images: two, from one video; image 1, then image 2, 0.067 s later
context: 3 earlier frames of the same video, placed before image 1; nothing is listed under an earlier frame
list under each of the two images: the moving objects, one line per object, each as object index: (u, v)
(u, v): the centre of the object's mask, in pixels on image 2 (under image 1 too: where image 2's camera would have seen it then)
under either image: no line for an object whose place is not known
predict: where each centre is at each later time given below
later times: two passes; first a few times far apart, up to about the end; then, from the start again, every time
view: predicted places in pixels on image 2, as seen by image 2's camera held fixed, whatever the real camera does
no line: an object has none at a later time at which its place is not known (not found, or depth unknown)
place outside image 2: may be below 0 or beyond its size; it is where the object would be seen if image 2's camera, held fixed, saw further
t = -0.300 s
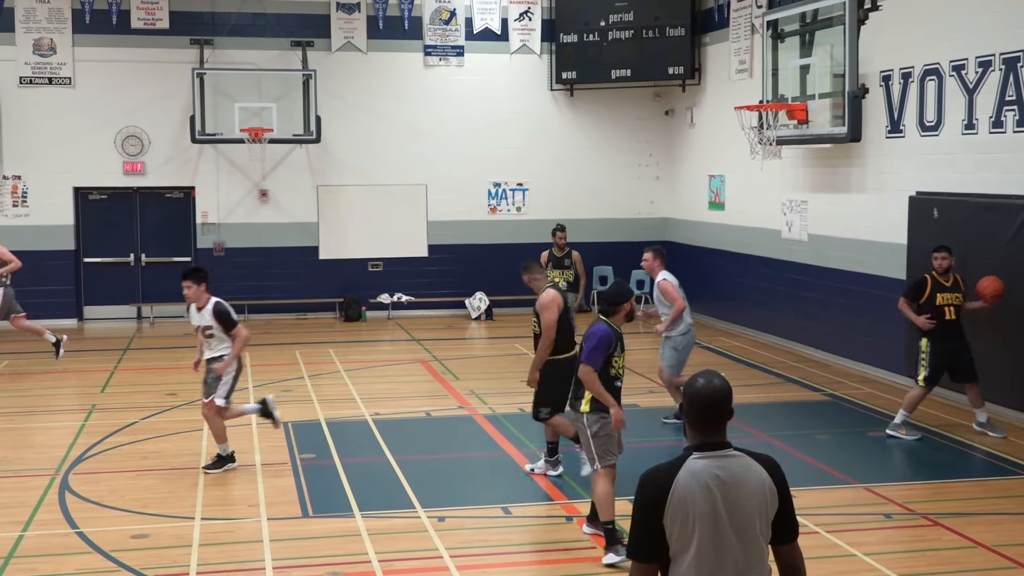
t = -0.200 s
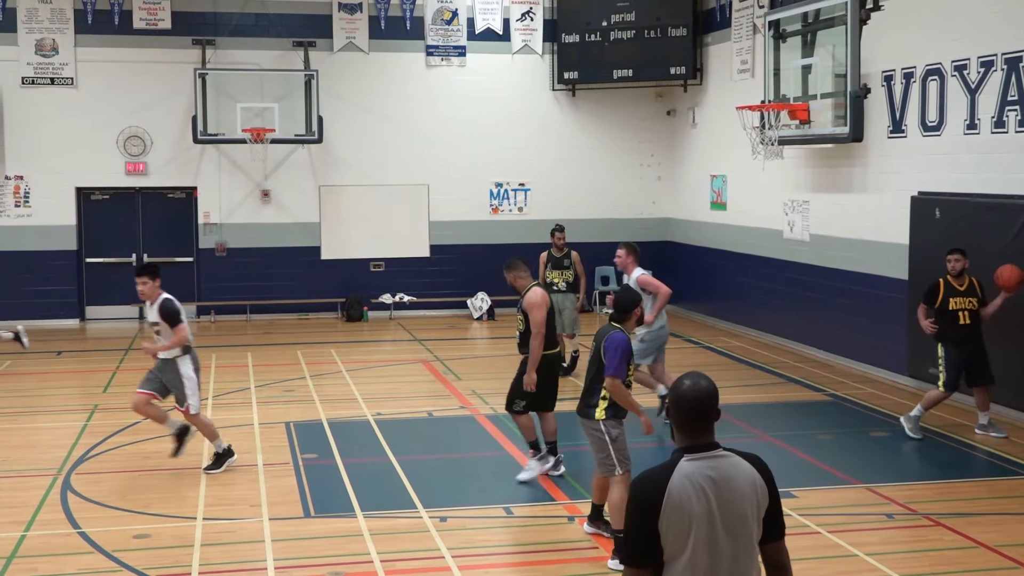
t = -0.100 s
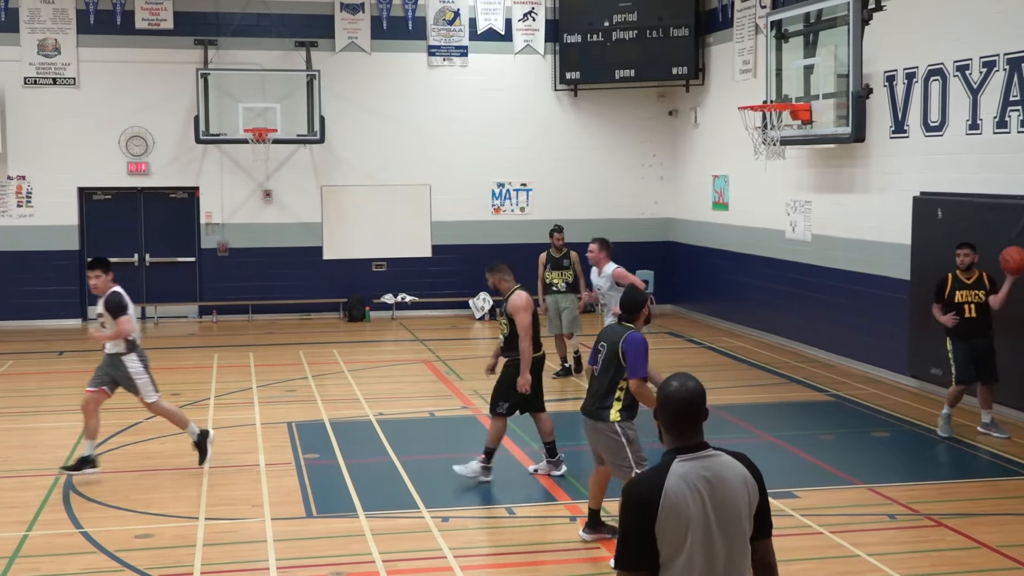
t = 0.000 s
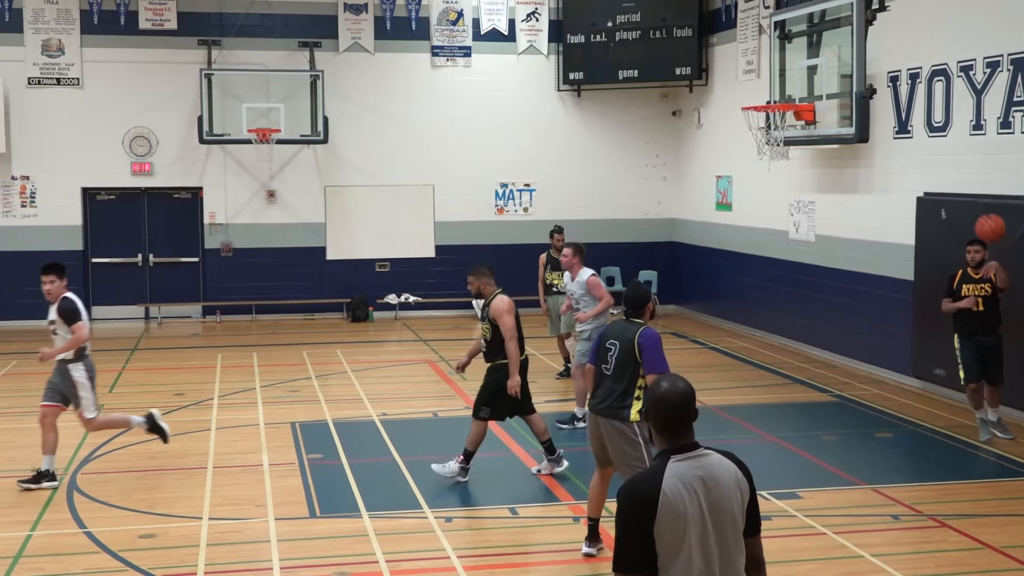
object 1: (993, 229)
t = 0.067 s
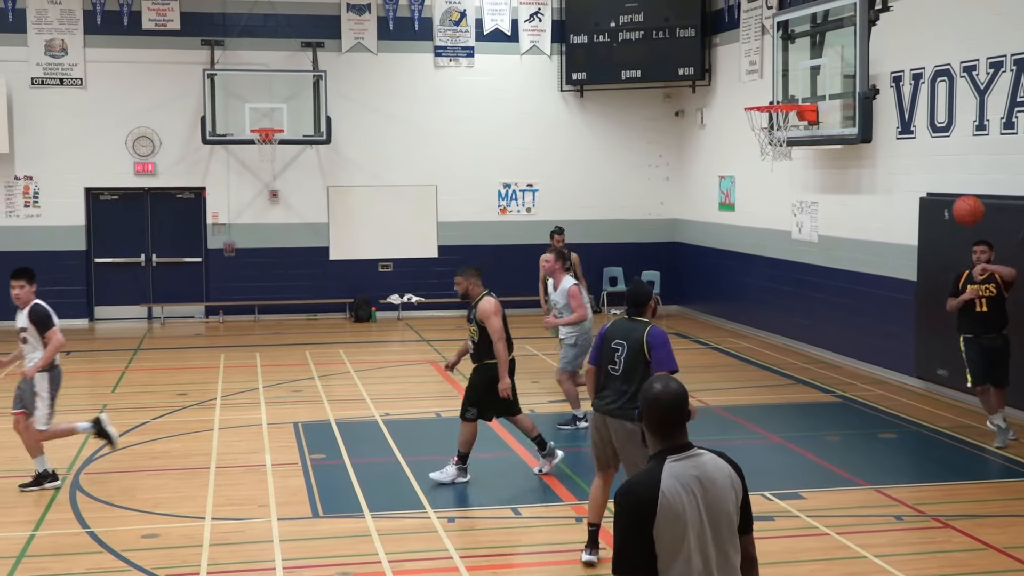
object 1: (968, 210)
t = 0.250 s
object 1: (889, 182)
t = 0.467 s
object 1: (774, 206)
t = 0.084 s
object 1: (962, 206)
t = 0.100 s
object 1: (955, 203)
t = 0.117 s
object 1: (948, 199)
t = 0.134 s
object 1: (941, 196)
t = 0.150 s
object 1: (934, 192)
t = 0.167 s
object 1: (927, 190)
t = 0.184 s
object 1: (920, 188)
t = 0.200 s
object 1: (912, 186)
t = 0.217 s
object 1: (905, 185)
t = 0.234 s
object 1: (897, 183)
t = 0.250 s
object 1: (889, 182)
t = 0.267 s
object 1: (881, 182)
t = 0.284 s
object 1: (873, 182)
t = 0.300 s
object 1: (865, 182)
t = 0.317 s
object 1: (857, 182)
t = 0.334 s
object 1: (849, 183)
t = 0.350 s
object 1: (840, 184)
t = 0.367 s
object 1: (831, 186)
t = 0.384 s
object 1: (822, 188)
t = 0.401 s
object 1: (813, 191)
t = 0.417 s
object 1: (803, 194)
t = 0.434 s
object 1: (794, 198)
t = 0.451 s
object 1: (784, 202)
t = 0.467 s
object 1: (774, 206)
